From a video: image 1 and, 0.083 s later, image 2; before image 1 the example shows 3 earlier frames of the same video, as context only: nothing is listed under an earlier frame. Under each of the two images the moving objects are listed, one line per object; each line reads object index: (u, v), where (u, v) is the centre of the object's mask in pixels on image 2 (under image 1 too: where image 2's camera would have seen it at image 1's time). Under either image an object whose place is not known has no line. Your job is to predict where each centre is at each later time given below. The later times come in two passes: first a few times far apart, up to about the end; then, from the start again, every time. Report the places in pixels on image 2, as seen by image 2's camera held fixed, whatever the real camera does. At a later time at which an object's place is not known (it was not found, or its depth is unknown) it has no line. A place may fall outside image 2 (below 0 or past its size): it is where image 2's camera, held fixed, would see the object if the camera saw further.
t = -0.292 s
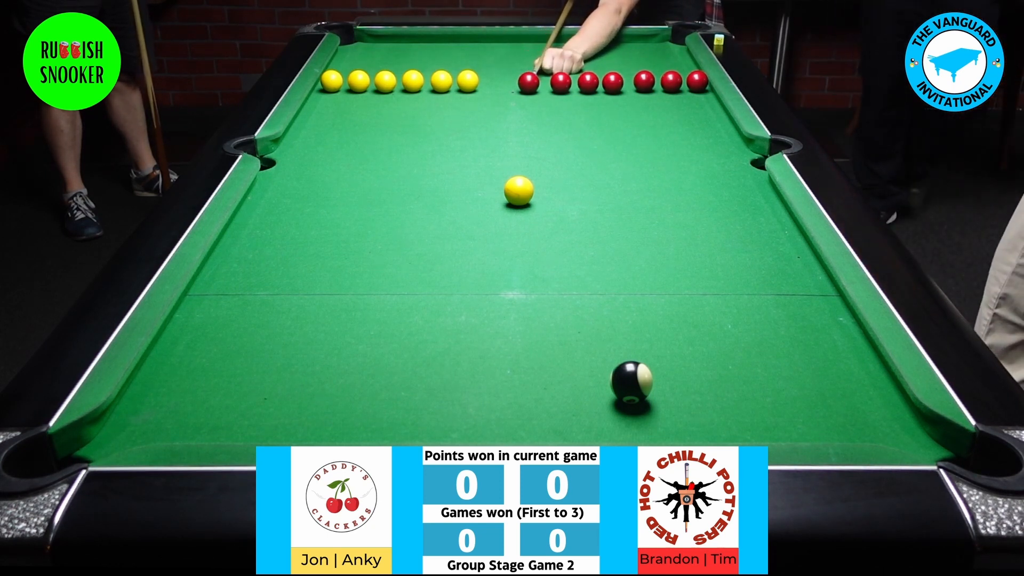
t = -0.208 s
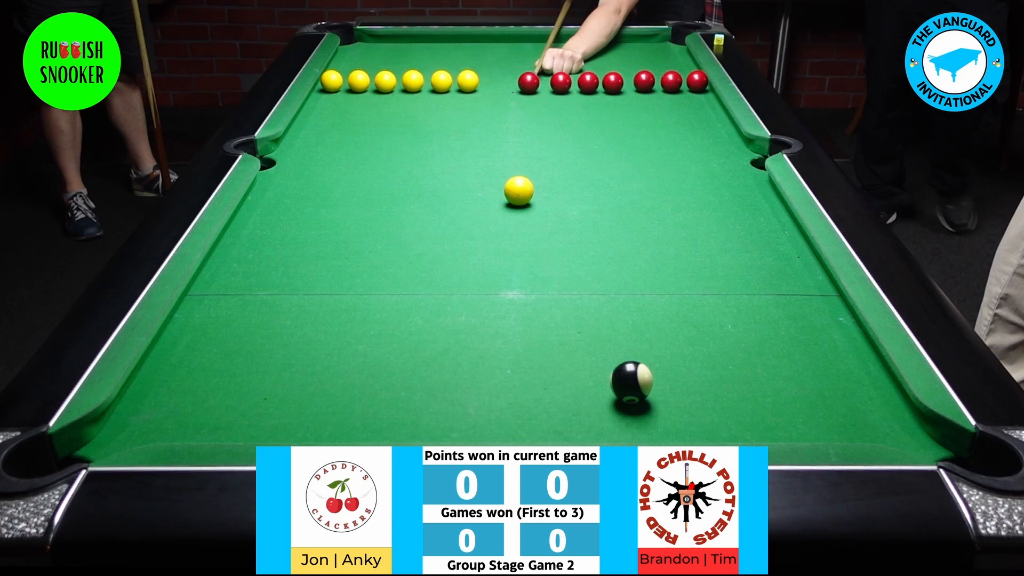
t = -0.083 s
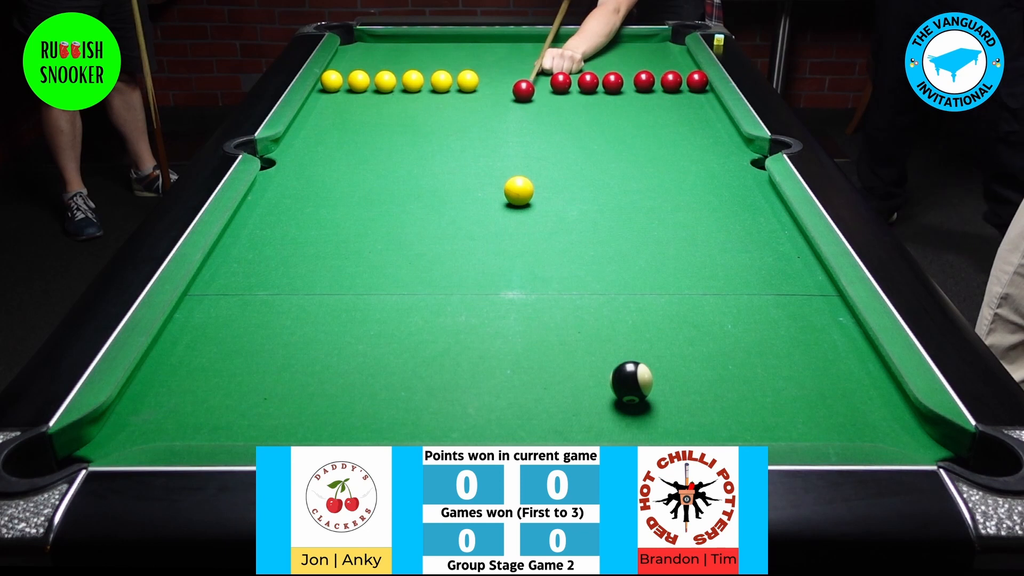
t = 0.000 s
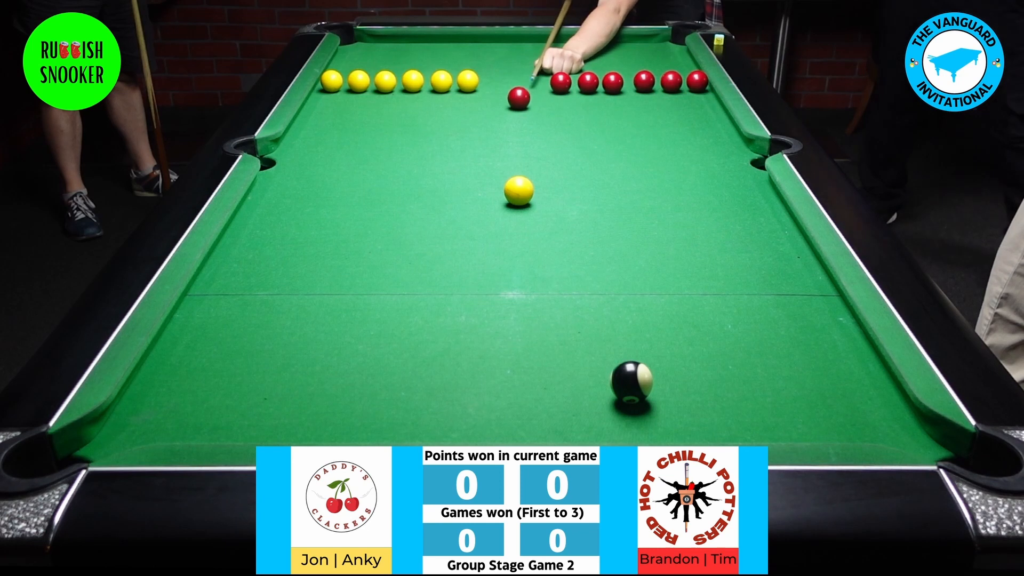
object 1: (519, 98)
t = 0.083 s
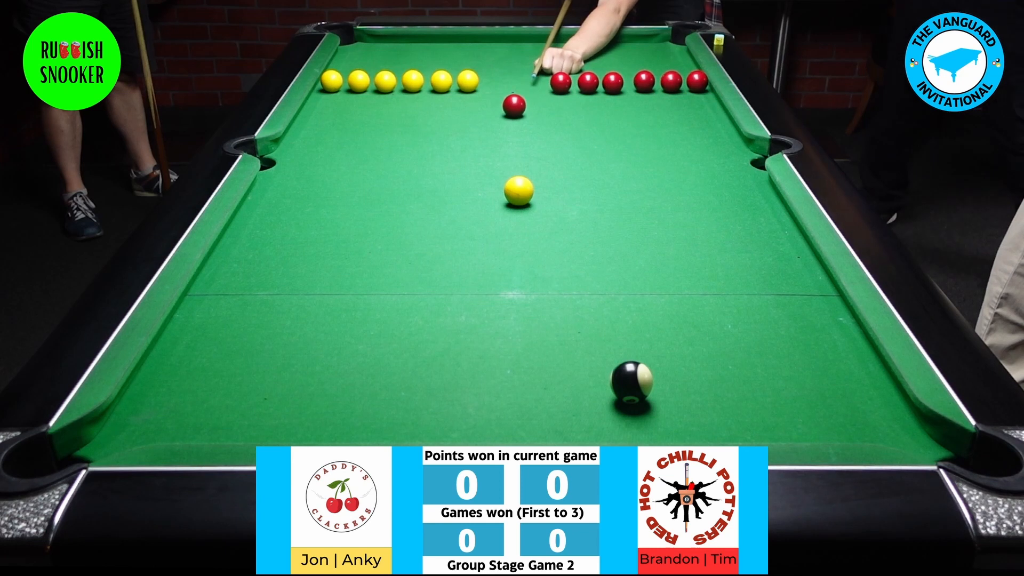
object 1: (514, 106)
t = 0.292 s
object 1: (501, 126)
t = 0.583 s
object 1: (481, 160)
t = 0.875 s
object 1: (457, 198)
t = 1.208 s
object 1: (429, 246)
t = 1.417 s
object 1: (406, 282)
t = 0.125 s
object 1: (511, 110)
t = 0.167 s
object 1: (509, 114)
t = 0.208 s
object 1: (506, 118)
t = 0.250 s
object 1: (504, 122)
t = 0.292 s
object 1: (501, 126)
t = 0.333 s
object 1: (499, 130)
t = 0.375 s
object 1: (495, 137)
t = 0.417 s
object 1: (492, 141)
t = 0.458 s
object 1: (489, 146)
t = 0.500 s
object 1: (486, 150)
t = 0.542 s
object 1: (484, 155)
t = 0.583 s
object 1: (481, 160)
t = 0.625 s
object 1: (478, 165)
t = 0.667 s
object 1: (475, 169)
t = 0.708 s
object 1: (472, 175)
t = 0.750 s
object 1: (469, 179)
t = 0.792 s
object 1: (465, 185)
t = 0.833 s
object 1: (462, 190)
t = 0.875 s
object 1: (457, 198)
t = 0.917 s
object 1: (454, 204)
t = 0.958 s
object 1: (451, 209)
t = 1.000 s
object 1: (447, 215)
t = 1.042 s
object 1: (443, 221)
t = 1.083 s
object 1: (440, 227)
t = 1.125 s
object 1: (436, 233)
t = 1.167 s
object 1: (432, 239)
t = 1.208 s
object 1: (429, 246)
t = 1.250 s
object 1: (425, 252)
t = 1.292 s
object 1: (421, 258)
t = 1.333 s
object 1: (417, 265)
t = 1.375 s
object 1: (411, 276)
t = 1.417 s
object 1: (406, 282)
